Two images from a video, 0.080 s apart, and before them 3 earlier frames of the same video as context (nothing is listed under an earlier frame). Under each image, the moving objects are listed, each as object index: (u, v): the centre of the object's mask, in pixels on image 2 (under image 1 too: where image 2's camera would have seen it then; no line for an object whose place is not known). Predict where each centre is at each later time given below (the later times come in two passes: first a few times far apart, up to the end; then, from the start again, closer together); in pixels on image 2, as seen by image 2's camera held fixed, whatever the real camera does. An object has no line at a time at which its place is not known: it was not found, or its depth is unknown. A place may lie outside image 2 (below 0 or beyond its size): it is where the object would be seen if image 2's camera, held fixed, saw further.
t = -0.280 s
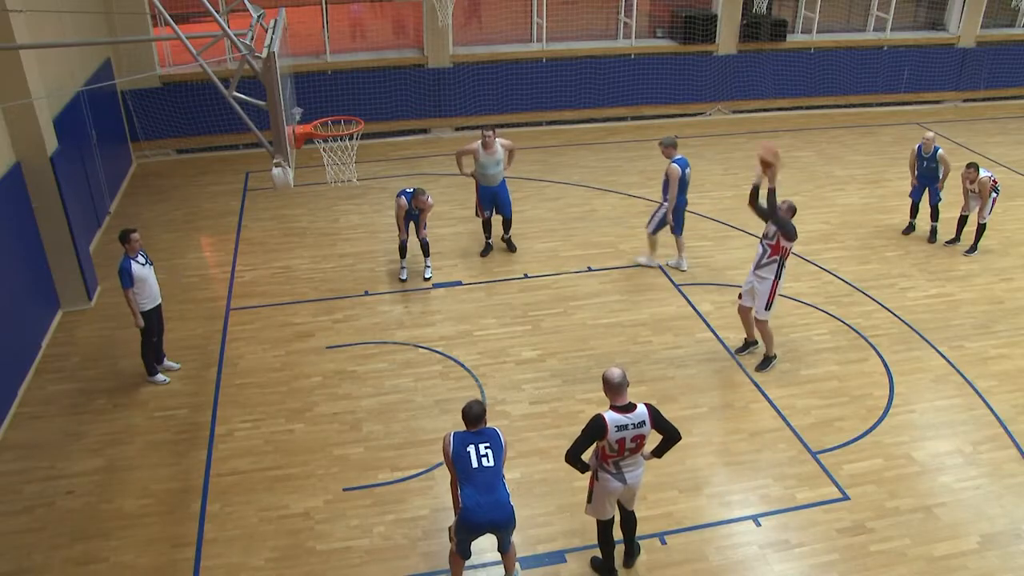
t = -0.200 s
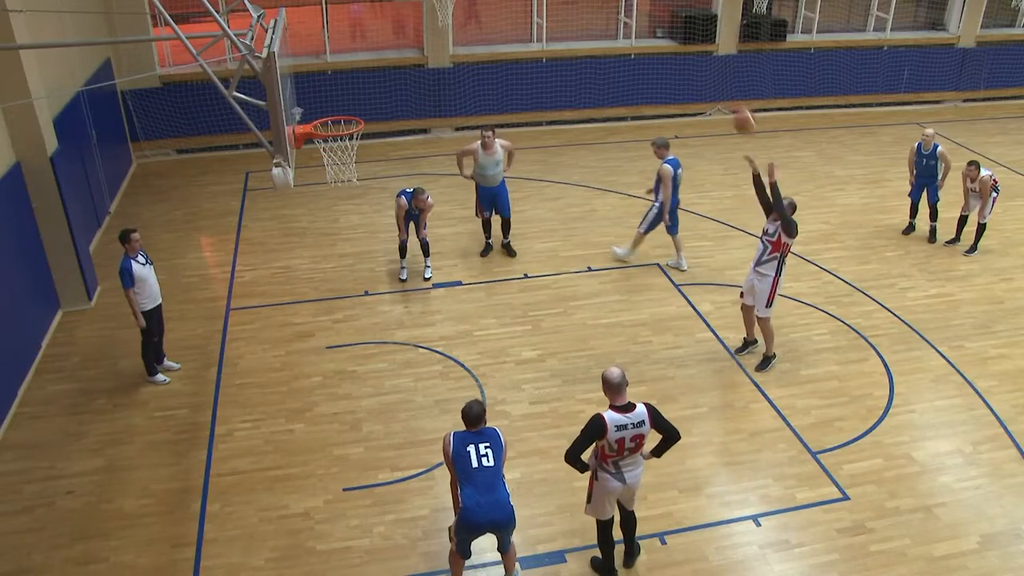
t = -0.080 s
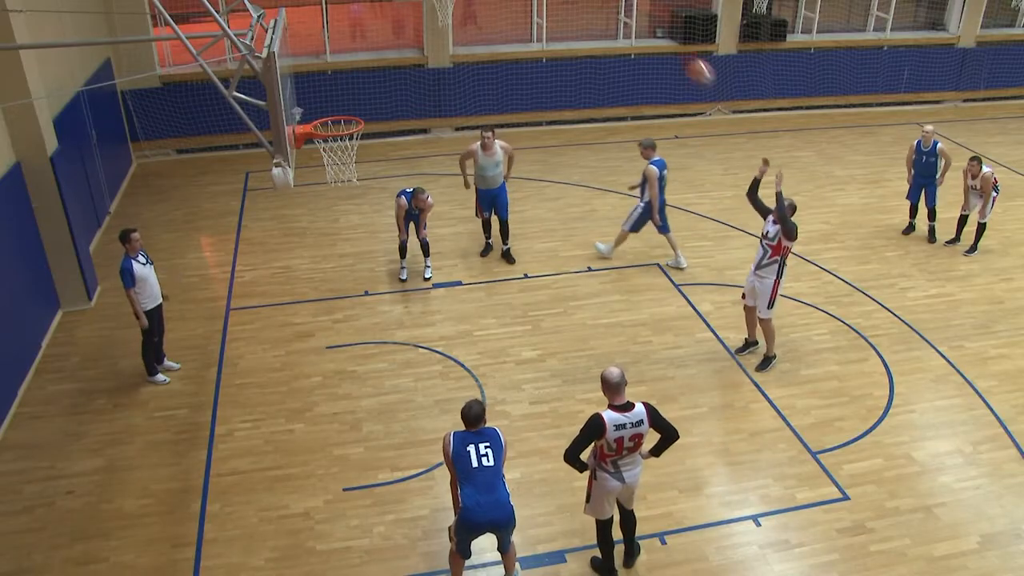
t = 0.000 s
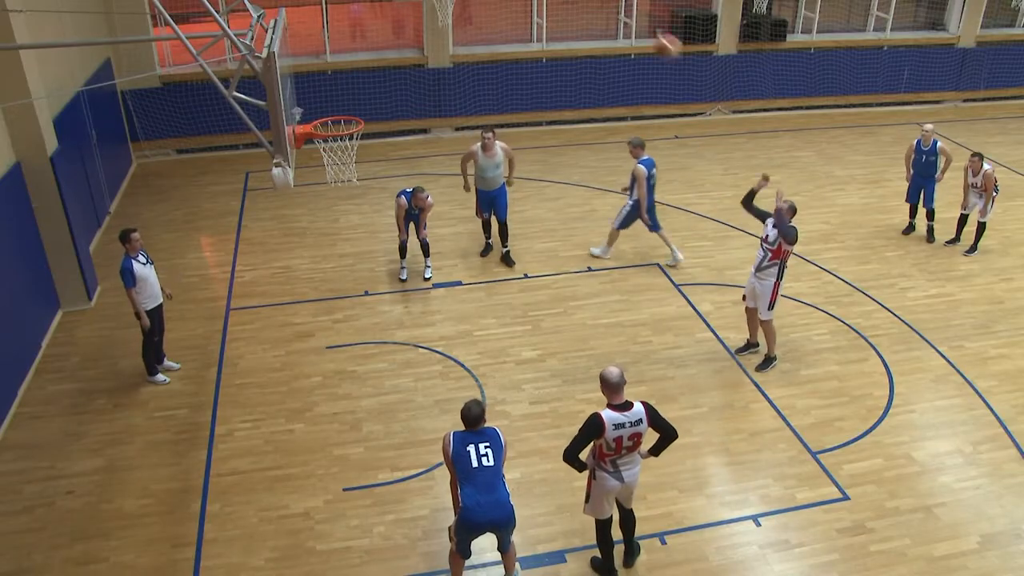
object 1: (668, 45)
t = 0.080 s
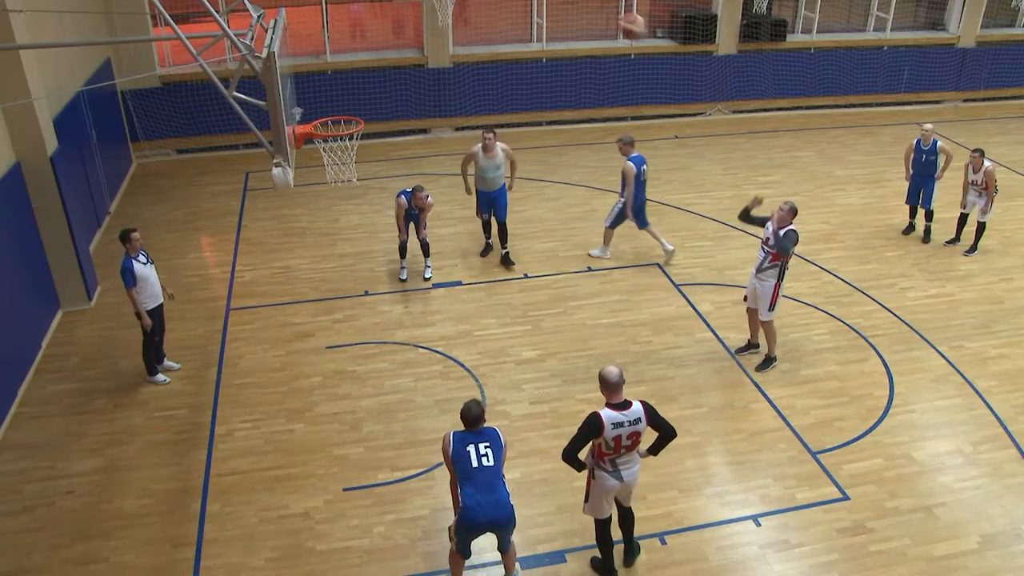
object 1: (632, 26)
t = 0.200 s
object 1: (578, 10)
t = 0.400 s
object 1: (481, 10)
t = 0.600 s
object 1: (384, 62)
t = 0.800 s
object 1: (350, 116)
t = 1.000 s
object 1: (307, 73)
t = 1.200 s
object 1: (333, 91)
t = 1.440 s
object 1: (325, 122)
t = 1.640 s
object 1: (337, 126)
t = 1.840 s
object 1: (317, 162)
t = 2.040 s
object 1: (313, 206)
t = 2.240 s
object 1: (313, 285)
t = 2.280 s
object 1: (313, 305)
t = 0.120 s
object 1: (614, 18)
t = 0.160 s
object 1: (596, 13)
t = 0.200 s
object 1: (578, 10)
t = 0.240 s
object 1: (560, 7)
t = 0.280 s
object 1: (539, 7)
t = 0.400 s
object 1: (481, 10)
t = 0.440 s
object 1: (461, 17)
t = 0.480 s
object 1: (441, 26)
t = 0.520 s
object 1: (423, 36)
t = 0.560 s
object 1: (404, 46)
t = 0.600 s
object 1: (384, 62)
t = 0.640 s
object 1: (365, 76)
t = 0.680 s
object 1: (345, 94)
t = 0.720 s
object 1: (329, 110)
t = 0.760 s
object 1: (330, 117)
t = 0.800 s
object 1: (350, 116)
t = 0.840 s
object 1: (344, 105)
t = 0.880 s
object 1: (333, 95)
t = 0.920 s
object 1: (325, 85)
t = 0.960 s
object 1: (316, 79)
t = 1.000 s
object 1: (307, 73)
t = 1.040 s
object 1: (301, 71)
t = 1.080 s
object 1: (309, 74)
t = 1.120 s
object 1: (318, 77)
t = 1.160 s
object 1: (325, 83)
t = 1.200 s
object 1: (333, 91)
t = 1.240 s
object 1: (341, 101)
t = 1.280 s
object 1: (348, 110)
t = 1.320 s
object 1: (346, 115)
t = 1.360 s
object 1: (336, 117)
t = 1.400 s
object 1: (328, 121)
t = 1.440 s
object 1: (325, 122)
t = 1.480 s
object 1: (332, 120)
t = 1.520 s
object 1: (339, 120)
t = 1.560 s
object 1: (345, 120)
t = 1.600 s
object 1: (343, 122)
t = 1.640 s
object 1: (337, 126)
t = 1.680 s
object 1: (333, 131)
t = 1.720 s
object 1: (328, 140)
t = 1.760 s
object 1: (325, 148)
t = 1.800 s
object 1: (321, 156)
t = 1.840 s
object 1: (317, 162)
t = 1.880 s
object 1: (316, 166)
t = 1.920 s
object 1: (315, 177)
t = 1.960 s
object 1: (315, 183)
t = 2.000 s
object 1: (314, 194)
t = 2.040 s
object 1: (313, 206)
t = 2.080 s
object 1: (312, 218)
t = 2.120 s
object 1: (312, 232)
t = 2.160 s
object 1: (312, 250)
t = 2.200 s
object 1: (312, 266)
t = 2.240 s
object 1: (313, 285)
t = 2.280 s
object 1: (313, 305)
